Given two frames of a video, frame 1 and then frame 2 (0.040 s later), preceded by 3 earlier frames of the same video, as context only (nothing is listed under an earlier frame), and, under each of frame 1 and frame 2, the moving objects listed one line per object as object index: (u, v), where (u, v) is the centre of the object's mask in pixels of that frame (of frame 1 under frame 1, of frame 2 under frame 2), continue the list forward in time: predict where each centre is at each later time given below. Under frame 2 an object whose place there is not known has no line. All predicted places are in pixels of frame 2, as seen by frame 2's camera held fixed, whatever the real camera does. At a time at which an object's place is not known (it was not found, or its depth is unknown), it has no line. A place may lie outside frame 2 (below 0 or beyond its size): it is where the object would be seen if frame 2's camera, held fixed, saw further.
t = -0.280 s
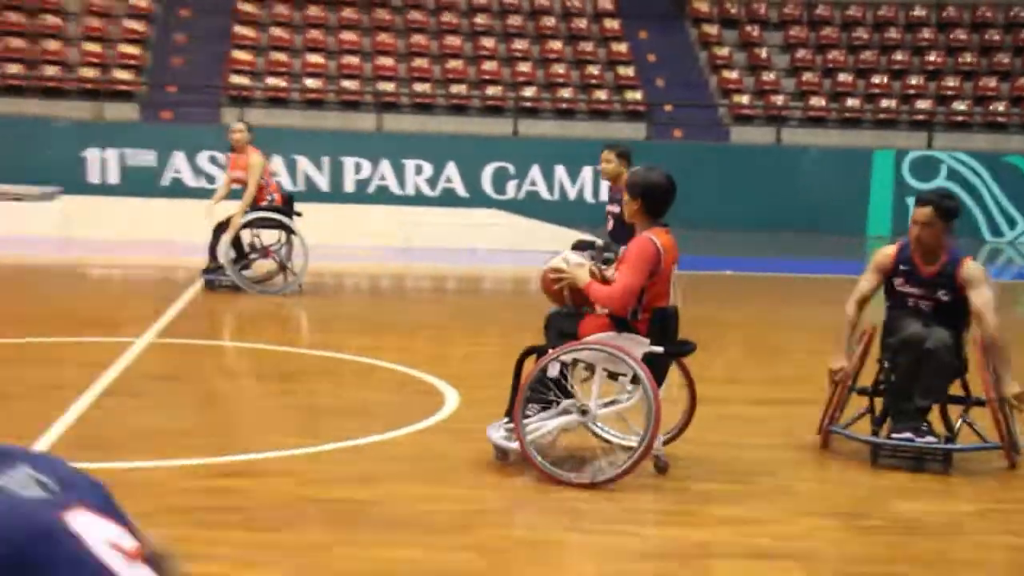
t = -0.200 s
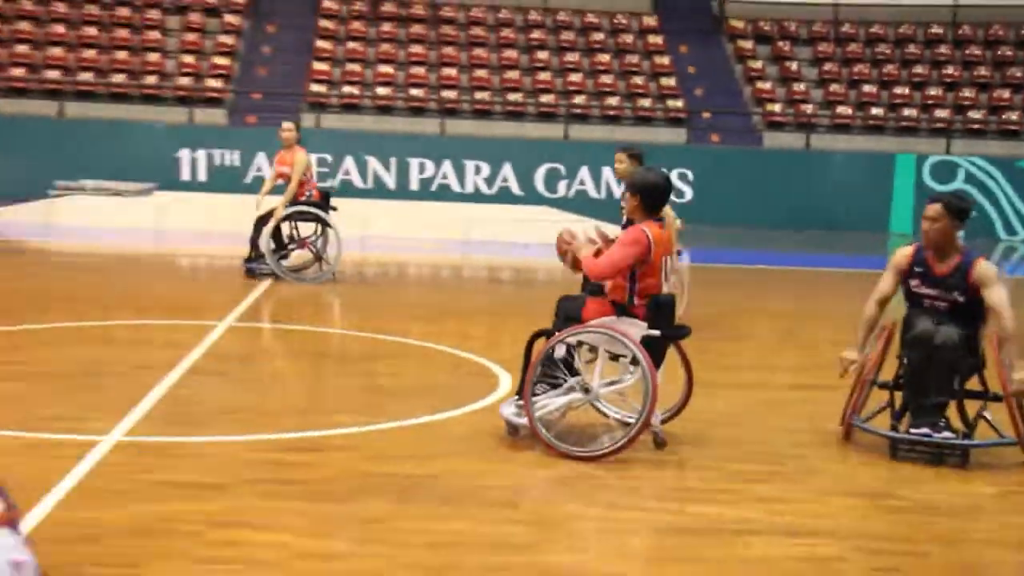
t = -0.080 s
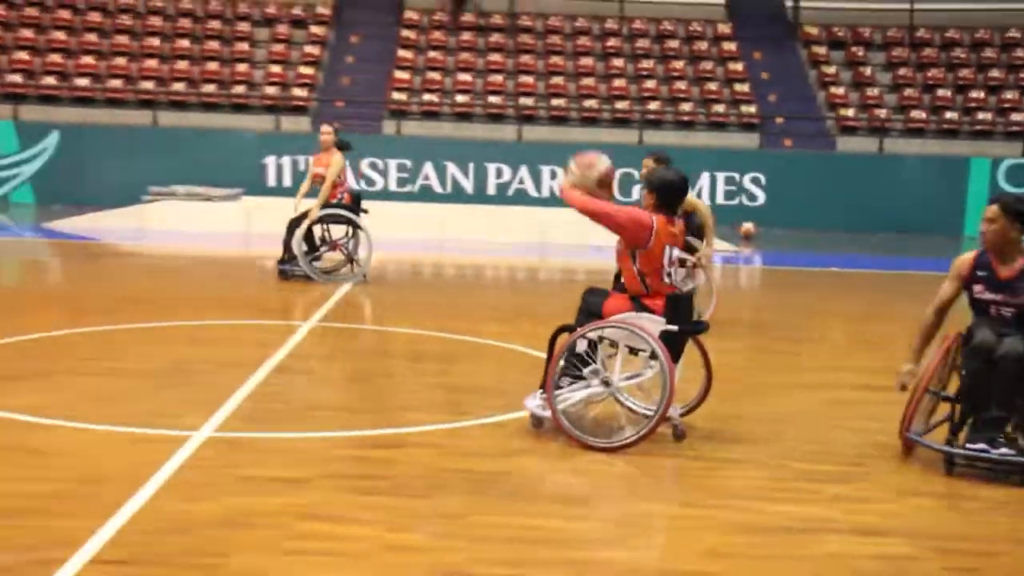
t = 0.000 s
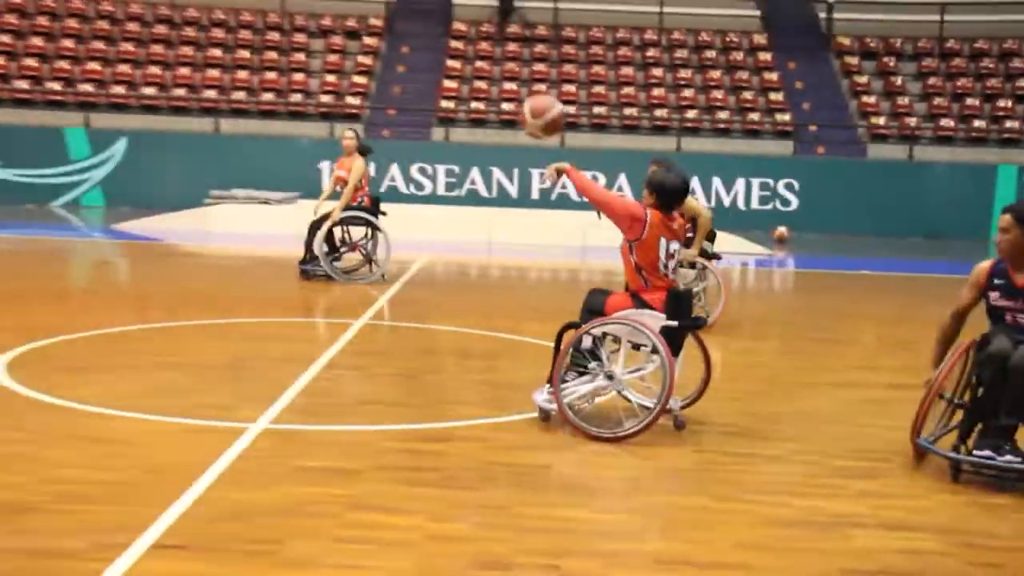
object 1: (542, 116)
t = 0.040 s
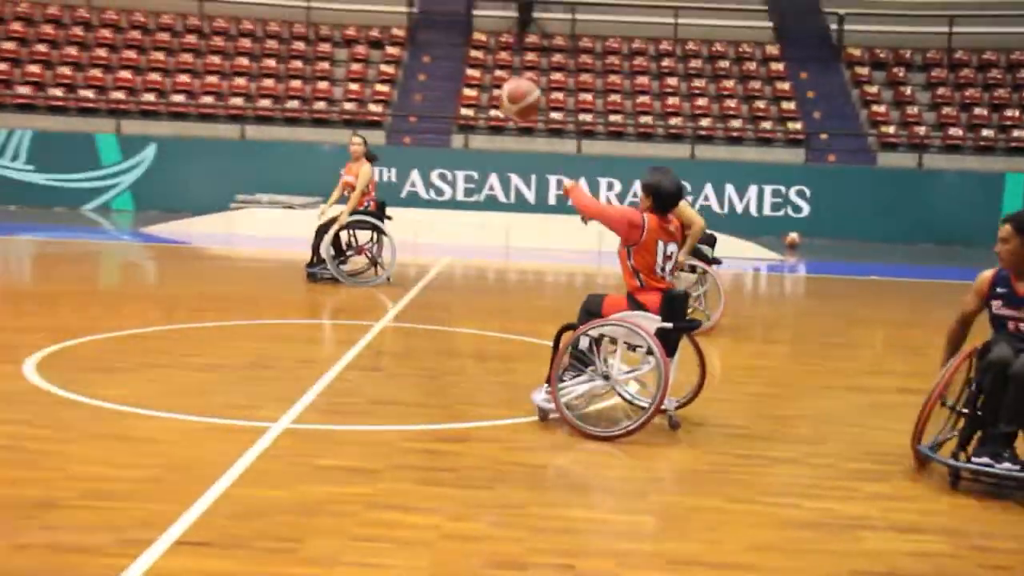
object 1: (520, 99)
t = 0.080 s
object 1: (484, 76)
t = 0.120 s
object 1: (451, 58)
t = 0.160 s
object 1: (421, 43)
